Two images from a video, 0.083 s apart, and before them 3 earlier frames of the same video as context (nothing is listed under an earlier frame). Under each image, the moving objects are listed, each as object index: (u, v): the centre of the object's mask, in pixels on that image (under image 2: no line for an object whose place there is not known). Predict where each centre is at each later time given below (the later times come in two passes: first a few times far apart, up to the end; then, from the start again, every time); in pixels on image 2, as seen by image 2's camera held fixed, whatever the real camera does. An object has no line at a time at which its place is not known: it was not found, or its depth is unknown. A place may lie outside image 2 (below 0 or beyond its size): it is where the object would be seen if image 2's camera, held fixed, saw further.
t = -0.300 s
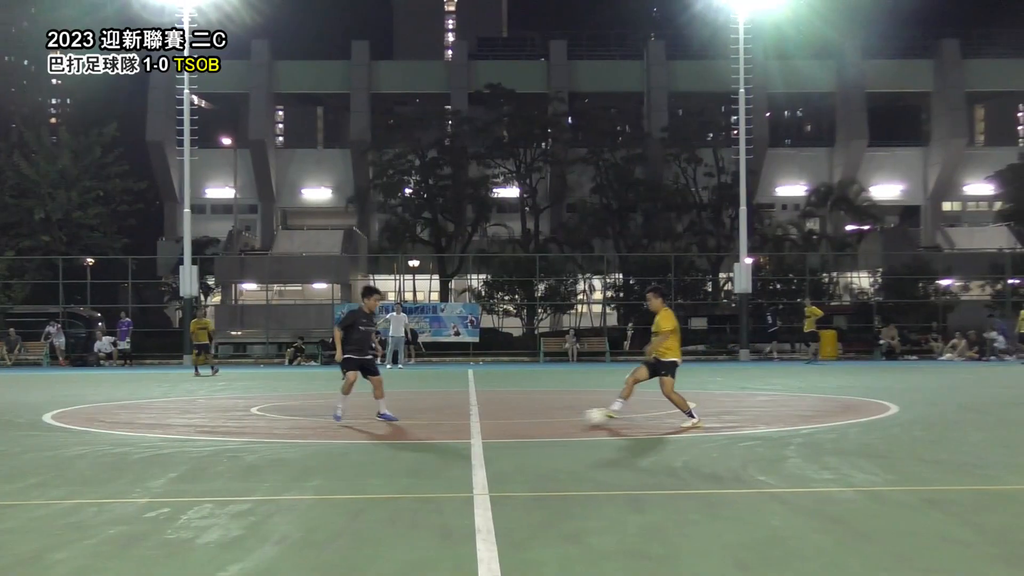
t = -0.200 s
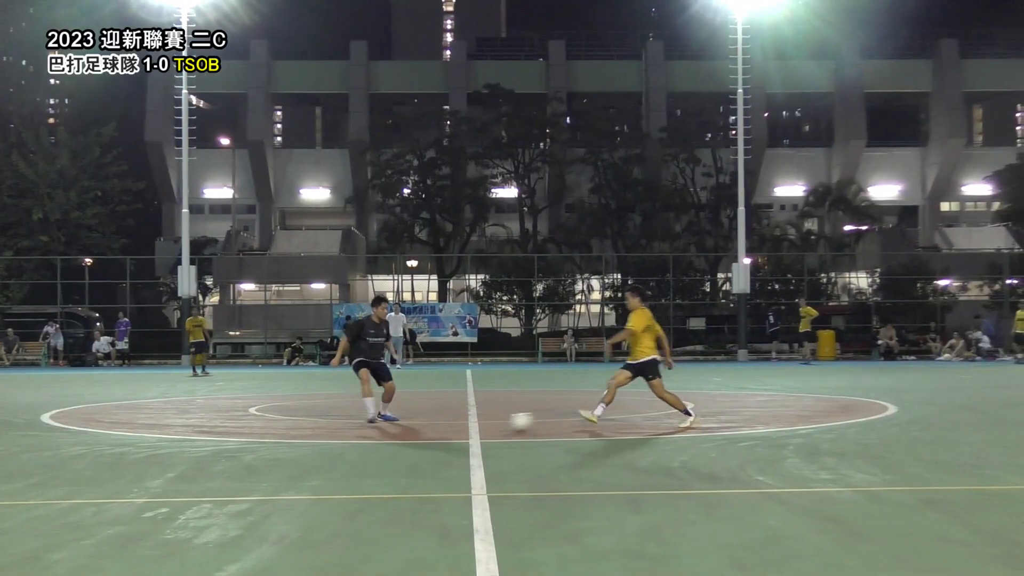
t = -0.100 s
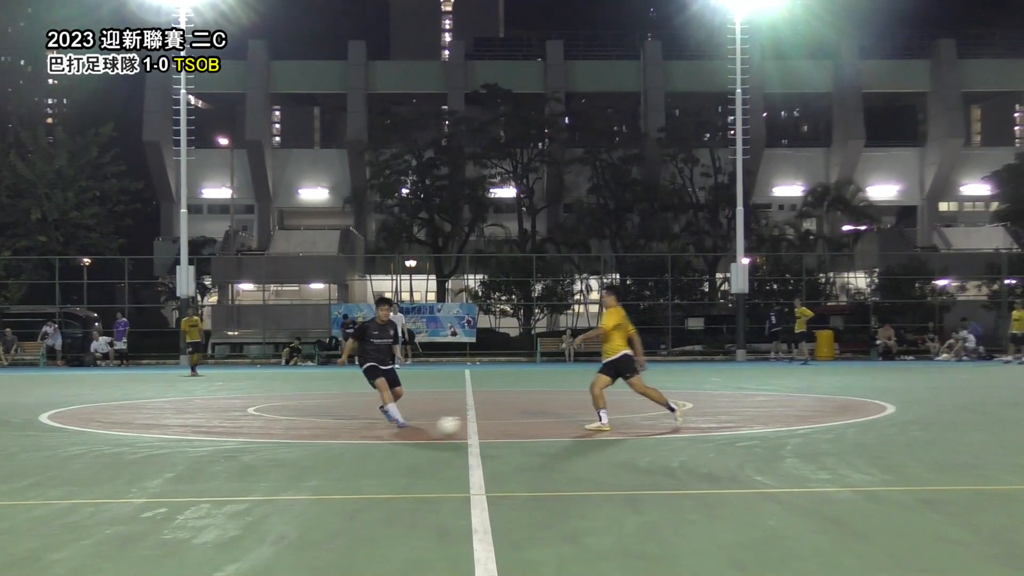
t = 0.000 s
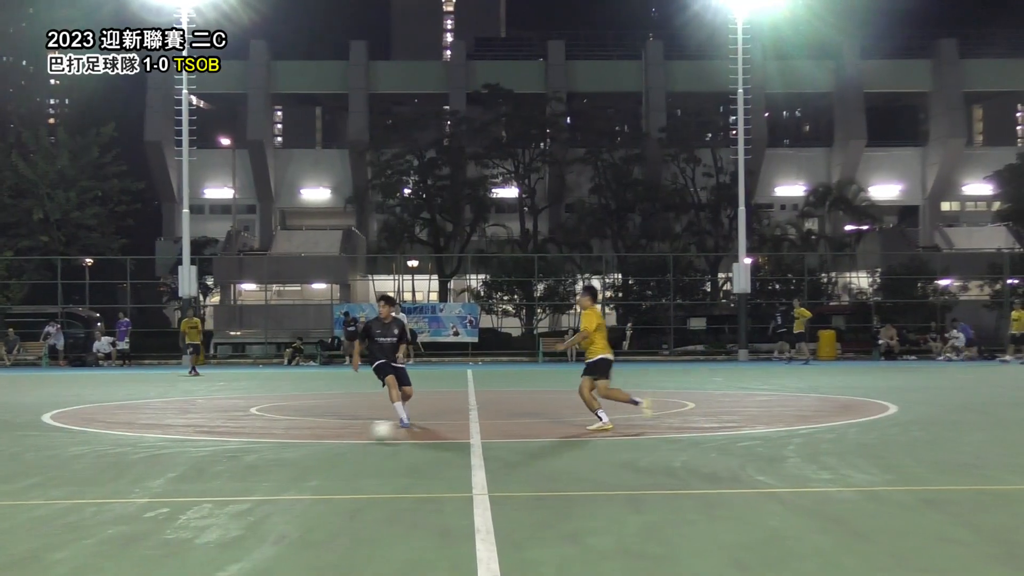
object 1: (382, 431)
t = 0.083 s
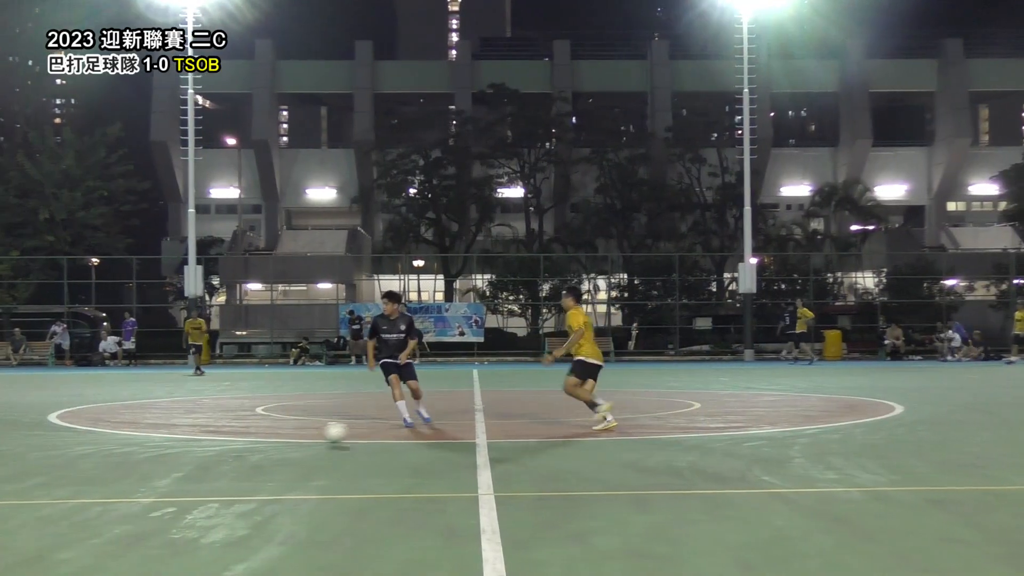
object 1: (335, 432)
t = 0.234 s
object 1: (243, 437)
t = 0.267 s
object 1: (222, 438)
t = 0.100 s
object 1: (324, 433)
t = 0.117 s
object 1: (313, 434)
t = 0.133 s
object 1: (303, 436)
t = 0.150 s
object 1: (292, 436)
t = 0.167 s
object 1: (283, 436)
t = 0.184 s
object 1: (273, 435)
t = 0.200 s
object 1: (263, 435)
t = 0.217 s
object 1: (253, 436)
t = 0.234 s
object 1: (243, 437)
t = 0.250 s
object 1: (232, 436)
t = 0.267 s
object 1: (222, 438)
